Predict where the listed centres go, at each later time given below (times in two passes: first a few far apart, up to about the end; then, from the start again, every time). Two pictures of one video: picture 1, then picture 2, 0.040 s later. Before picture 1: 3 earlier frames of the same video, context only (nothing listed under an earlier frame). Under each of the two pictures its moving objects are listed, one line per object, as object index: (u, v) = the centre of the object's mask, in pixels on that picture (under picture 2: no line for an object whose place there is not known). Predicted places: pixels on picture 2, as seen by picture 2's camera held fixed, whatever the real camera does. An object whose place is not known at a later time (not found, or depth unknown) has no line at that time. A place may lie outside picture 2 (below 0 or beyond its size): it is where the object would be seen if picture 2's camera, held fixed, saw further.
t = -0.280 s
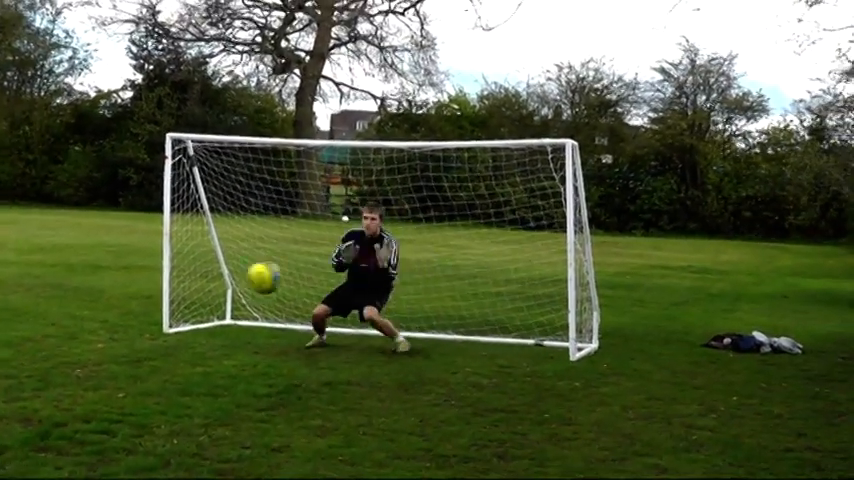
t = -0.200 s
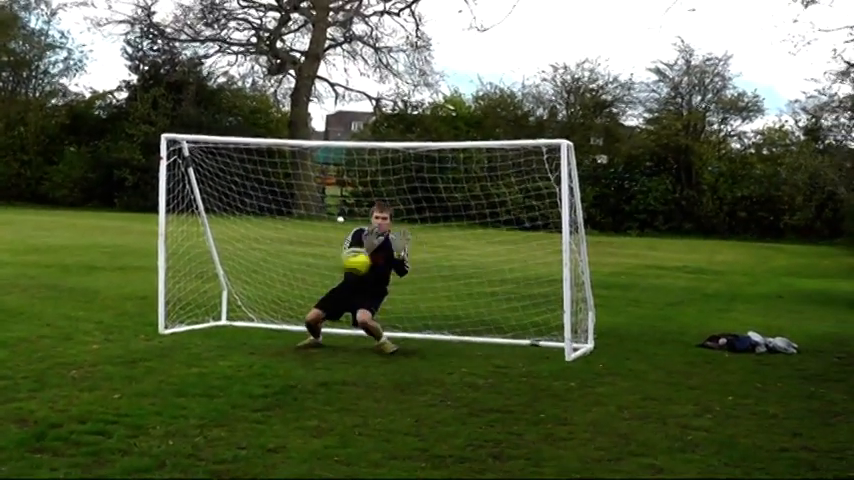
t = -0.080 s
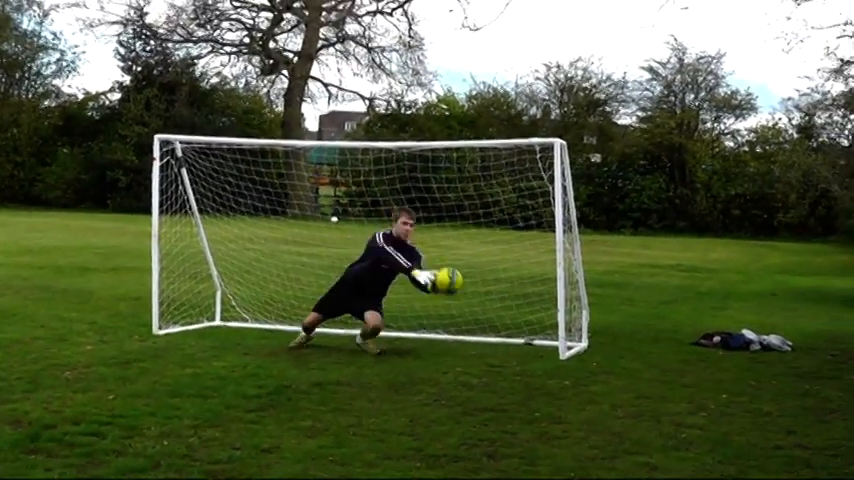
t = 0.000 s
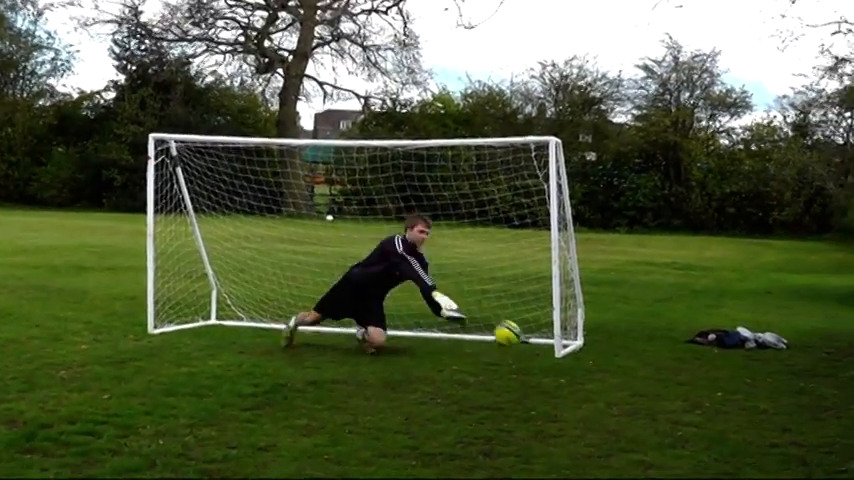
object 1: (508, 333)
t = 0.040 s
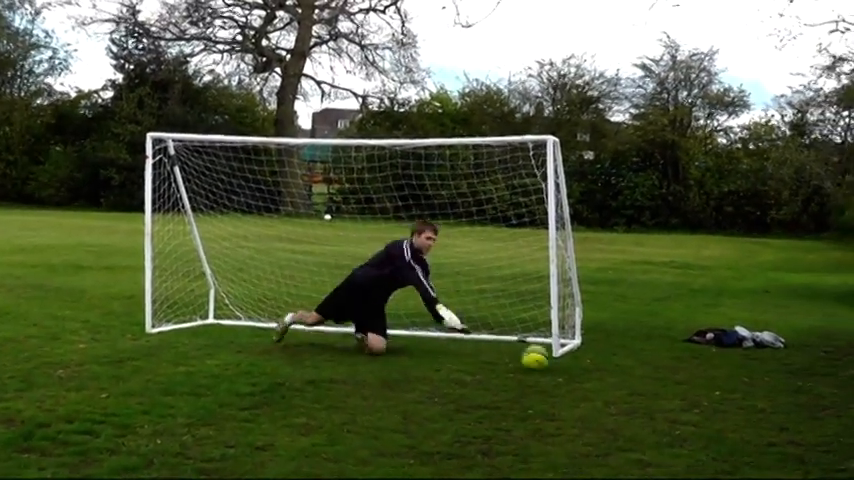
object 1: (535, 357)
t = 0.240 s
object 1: (613, 294)
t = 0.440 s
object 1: (690, 282)
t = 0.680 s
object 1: (782, 341)
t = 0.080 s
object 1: (550, 340)
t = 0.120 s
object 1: (567, 327)
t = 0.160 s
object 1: (583, 314)
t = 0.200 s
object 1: (599, 303)
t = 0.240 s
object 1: (613, 294)
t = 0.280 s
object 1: (628, 287)
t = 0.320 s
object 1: (645, 282)
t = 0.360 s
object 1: (661, 282)
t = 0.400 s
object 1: (675, 281)
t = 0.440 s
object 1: (690, 282)
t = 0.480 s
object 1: (705, 286)
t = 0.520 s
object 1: (721, 293)
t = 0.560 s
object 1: (737, 302)
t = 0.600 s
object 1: (751, 314)
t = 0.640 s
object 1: (766, 325)
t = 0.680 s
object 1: (782, 341)
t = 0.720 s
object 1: (797, 360)
